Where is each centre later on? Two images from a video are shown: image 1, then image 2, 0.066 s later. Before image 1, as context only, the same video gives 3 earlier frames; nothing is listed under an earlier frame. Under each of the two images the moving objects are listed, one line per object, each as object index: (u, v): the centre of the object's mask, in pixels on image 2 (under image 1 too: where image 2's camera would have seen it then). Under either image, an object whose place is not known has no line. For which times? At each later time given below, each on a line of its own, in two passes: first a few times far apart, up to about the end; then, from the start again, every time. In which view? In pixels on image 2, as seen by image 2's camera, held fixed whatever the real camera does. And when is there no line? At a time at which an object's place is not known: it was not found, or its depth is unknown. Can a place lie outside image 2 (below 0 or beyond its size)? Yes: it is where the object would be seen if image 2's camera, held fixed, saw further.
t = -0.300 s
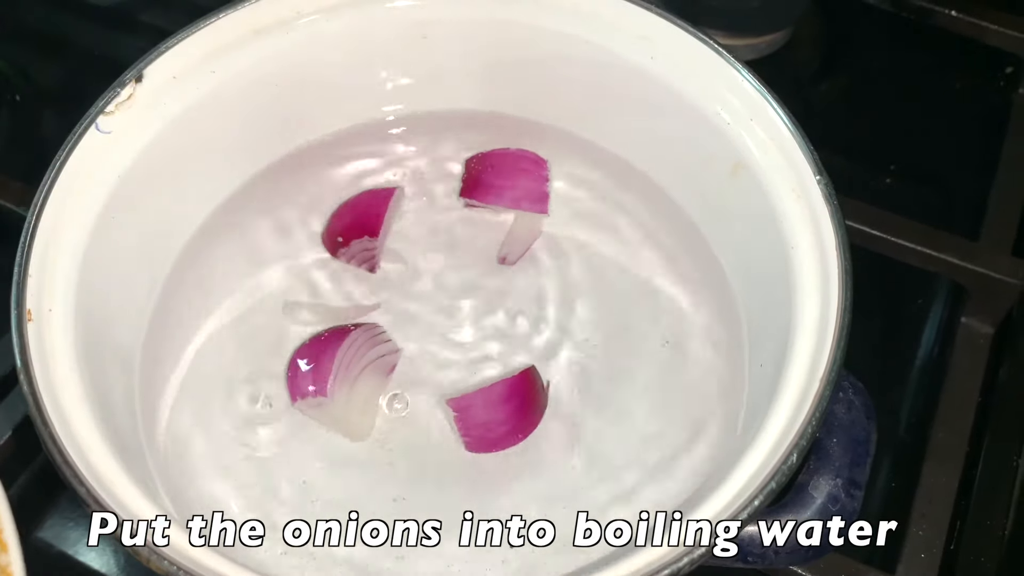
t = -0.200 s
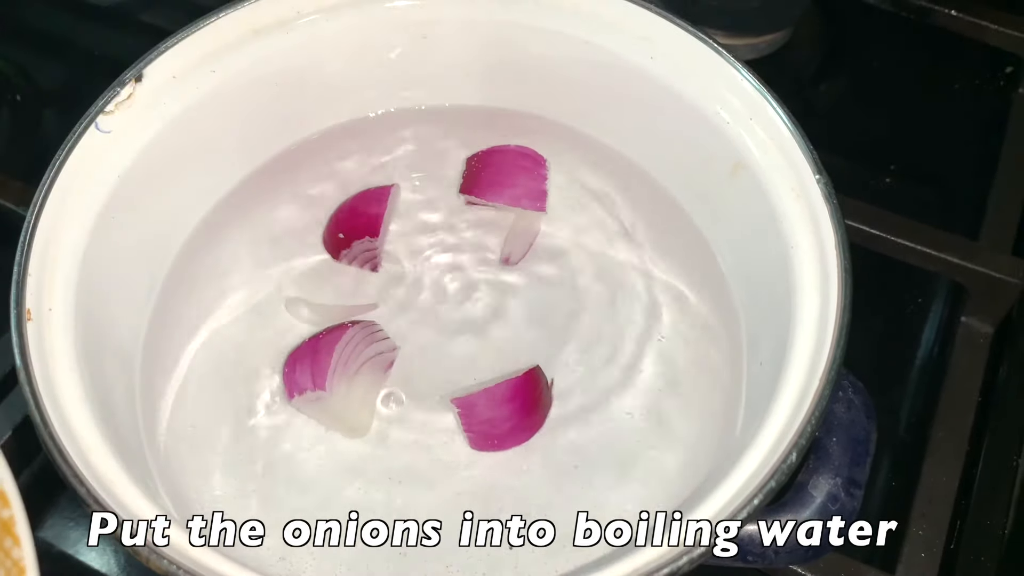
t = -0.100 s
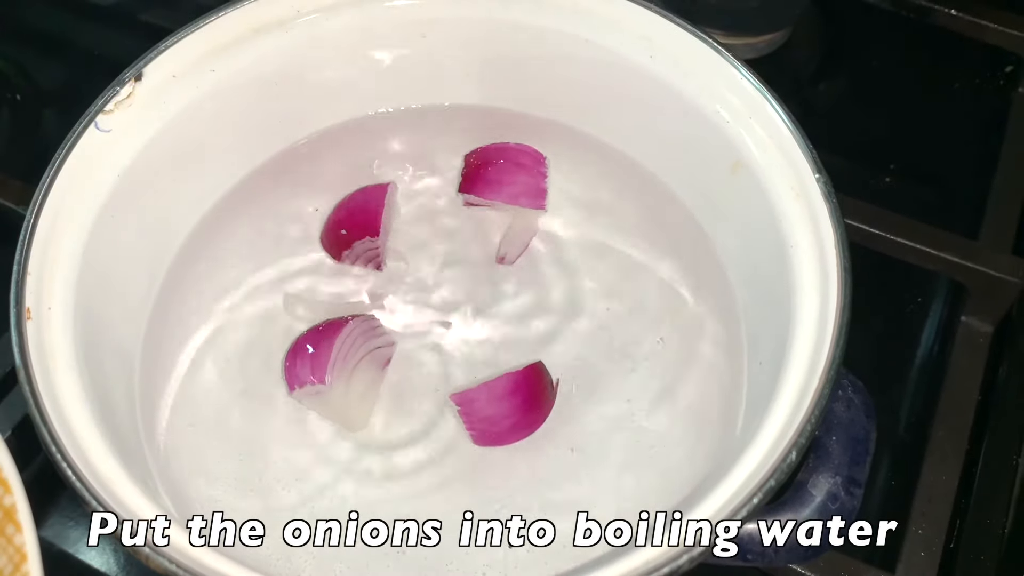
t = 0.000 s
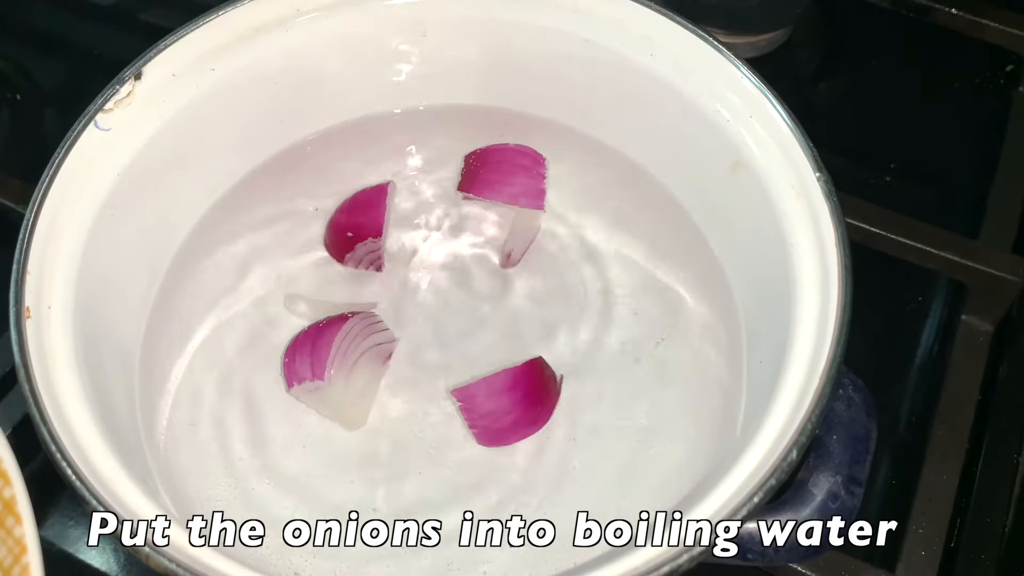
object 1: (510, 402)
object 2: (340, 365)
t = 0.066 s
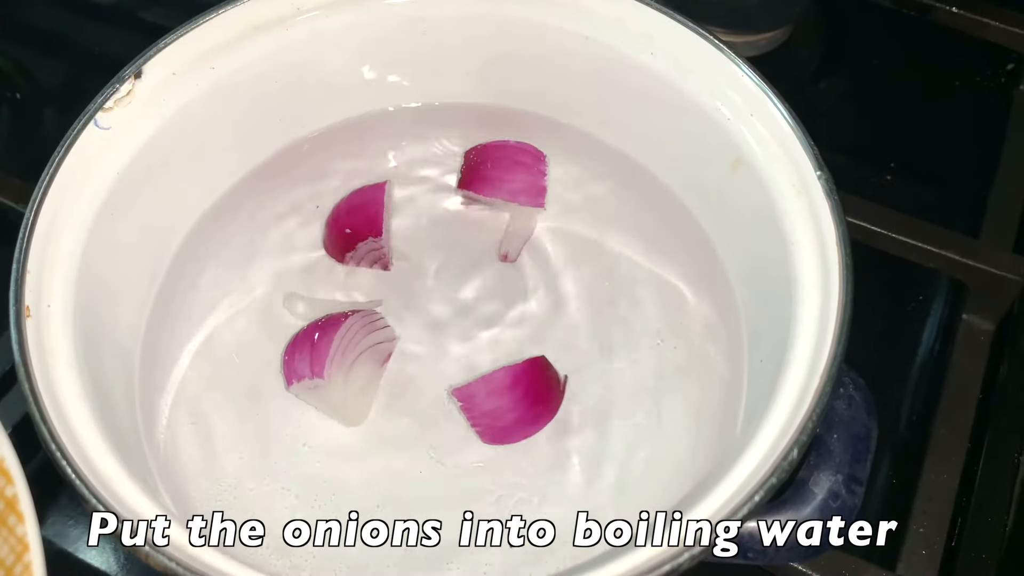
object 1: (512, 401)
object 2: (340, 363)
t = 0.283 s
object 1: (517, 396)
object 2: (339, 362)
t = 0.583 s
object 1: (515, 383)
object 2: (338, 359)
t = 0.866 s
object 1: (519, 386)
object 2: (336, 356)
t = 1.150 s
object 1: (522, 384)
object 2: (334, 352)
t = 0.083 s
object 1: (513, 401)
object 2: (339, 363)
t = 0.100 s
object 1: (513, 401)
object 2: (339, 363)
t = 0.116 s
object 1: (513, 401)
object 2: (339, 363)
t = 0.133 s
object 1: (514, 402)
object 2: (339, 364)
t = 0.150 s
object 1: (515, 402)
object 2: (339, 364)
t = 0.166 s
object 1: (515, 401)
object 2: (339, 363)
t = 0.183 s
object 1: (516, 401)
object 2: (339, 363)
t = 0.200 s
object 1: (516, 400)
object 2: (339, 363)
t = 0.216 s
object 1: (516, 399)
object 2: (340, 363)
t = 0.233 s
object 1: (517, 398)
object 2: (340, 362)
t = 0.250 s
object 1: (517, 397)
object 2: (340, 362)
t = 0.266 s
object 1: (517, 397)
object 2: (340, 362)
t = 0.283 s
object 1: (517, 396)
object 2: (339, 362)
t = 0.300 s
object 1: (517, 396)
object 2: (339, 362)
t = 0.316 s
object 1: (518, 395)
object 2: (339, 362)
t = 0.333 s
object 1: (518, 395)
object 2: (339, 362)
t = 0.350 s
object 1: (518, 394)
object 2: (339, 361)
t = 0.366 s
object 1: (518, 393)
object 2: (339, 361)
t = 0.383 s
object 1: (518, 392)
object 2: (338, 361)
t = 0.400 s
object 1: (518, 391)
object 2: (339, 360)
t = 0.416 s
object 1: (517, 390)
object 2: (339, 360)
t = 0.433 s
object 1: (518, 389)
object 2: (339, 360)
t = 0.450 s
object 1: (518, 388)
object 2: (338, 359)
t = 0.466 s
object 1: (518, 388)
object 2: (337, 359)
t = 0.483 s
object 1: (518, 387)
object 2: (337, 359)
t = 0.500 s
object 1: (518, 386)
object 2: (336, 359)
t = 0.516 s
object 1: (517, 385)
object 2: (337, 358)
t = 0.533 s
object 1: (517, 385)
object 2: (337, 358)
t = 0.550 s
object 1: (516, 384)
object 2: (337, 358)
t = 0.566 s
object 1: (515, 384)
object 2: (338, 358)
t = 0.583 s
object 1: (515, 383)
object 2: (338, 359)
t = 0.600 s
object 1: (515, 383)
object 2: (338, 359)
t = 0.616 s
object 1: (515, 383)
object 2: (338, 360)
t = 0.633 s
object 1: (515, 383)
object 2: (338, 359)
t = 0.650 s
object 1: (515, 383)
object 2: (337, 359)
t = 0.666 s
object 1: (516, 383)
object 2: (337, 359)
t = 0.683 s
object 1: (517, 383)
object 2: (337, 358)
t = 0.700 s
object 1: (518, 384)
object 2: (336, 356)
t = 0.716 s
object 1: (518, 384)
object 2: (337, 359)
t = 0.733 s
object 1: (519, 384)
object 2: (335, 357)
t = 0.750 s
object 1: (519, 384)
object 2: (336, 357)
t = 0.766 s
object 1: (519, 385)
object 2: (336, 357)
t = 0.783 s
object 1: (519, 385)
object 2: (336, 357)
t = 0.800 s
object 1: (519, 385)
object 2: (337, 360)
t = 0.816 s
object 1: (519, 386)
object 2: (337, 359)
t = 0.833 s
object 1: (519, 386)
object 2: (338, 359)
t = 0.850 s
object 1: (519, 386)
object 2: (338, 359)
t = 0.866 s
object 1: (519, 386)
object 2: (336, 356)
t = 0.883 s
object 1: (519, 385)
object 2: (336, 355)
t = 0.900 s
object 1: (519, 385)
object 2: (336, 355)
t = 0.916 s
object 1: (520, 385)
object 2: (335, 354)
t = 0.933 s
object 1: (520, 384)
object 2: (335, 353)
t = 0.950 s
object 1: (521, 384)
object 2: (335, 354)
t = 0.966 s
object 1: (521, 384)
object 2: (335, 353)
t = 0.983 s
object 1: (521, 383)
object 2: (335, 353)
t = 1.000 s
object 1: (521, 383)
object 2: (335, 353)
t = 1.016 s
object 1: (521, 383)
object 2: (334, 353)
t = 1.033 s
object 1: (521, 384)
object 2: (334, 353)
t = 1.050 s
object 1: (521, 384)
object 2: (334, 353)
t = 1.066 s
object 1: (521, 384)
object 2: (334, 353)
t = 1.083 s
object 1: (521, 384)
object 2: (333, 352)
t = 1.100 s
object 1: (521, 384)
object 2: (333, 352)
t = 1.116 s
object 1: (522, 384)
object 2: (333, 352)
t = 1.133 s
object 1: (522, 384)
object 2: (333, 352)
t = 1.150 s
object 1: (522, 384)
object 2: (334, 352)
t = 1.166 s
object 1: (522, 385)
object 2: (334, 352)
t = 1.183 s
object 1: (522, 385)
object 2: (335, 352)
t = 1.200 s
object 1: (523, 385)
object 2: (335, 353)
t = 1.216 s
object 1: (523, 385)
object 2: (335, 353)
